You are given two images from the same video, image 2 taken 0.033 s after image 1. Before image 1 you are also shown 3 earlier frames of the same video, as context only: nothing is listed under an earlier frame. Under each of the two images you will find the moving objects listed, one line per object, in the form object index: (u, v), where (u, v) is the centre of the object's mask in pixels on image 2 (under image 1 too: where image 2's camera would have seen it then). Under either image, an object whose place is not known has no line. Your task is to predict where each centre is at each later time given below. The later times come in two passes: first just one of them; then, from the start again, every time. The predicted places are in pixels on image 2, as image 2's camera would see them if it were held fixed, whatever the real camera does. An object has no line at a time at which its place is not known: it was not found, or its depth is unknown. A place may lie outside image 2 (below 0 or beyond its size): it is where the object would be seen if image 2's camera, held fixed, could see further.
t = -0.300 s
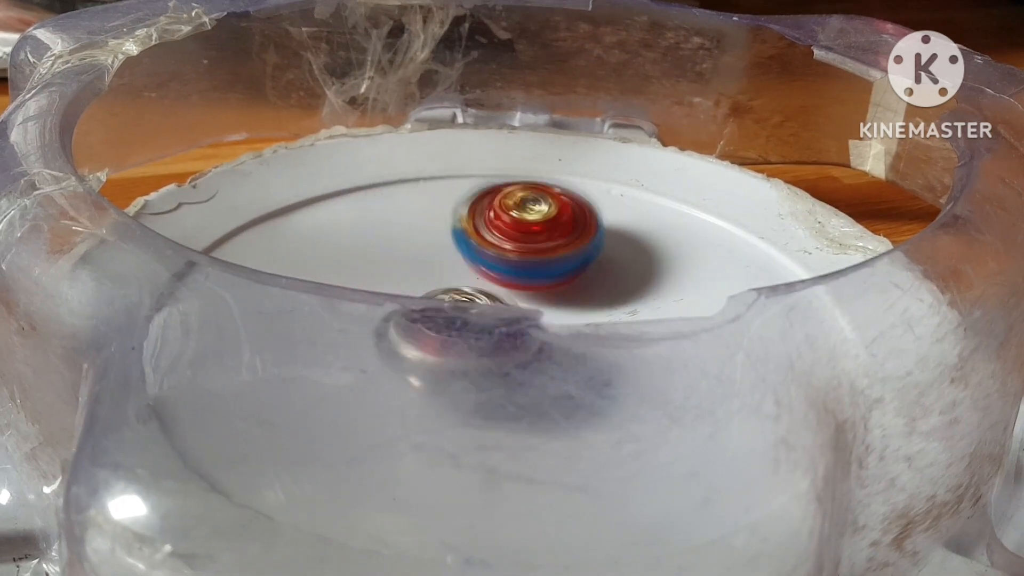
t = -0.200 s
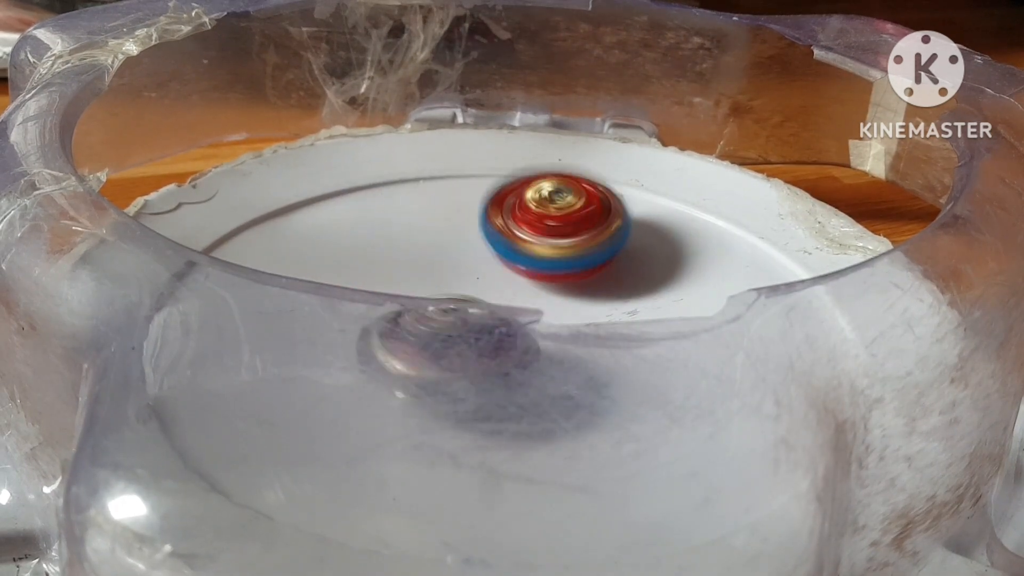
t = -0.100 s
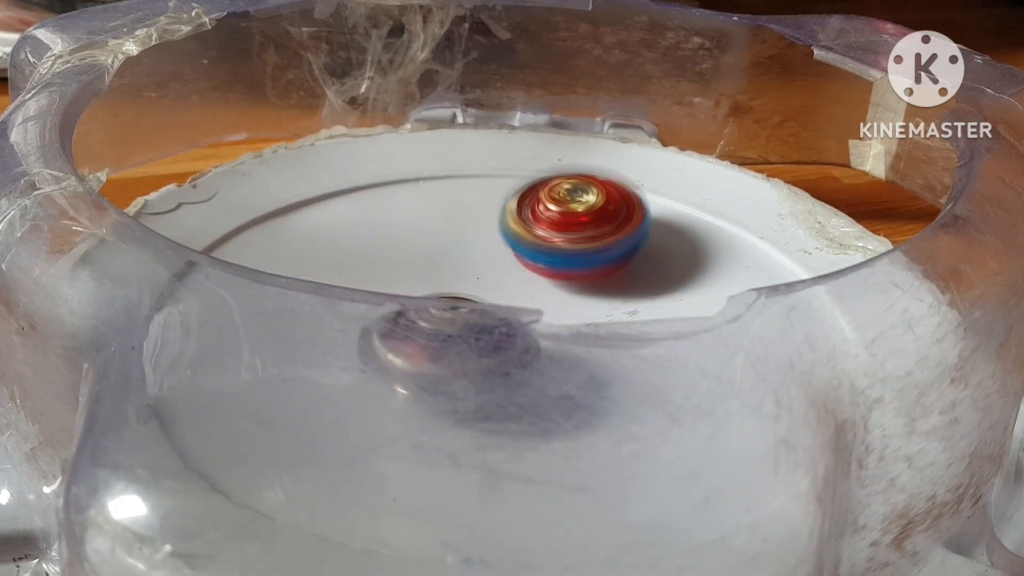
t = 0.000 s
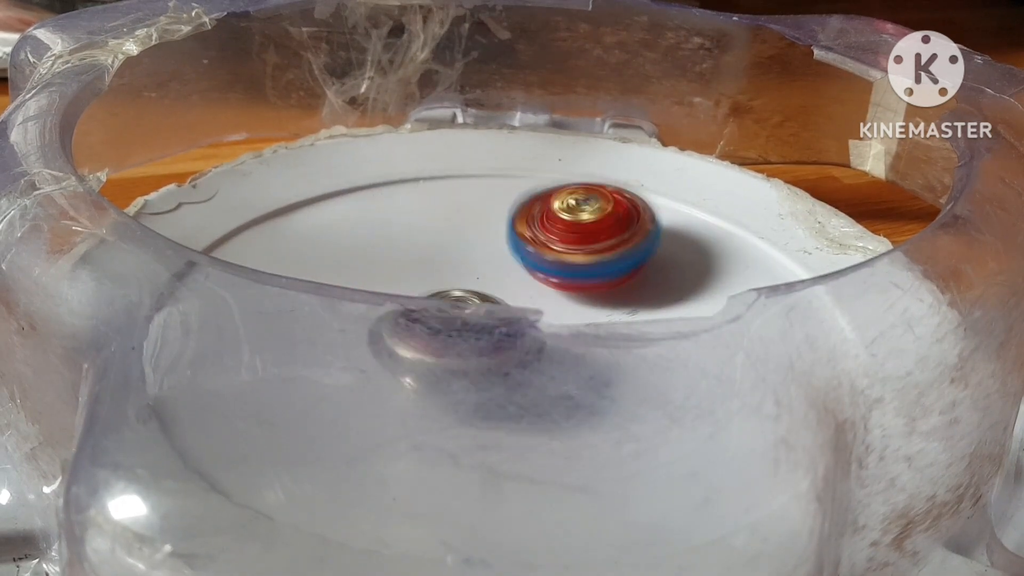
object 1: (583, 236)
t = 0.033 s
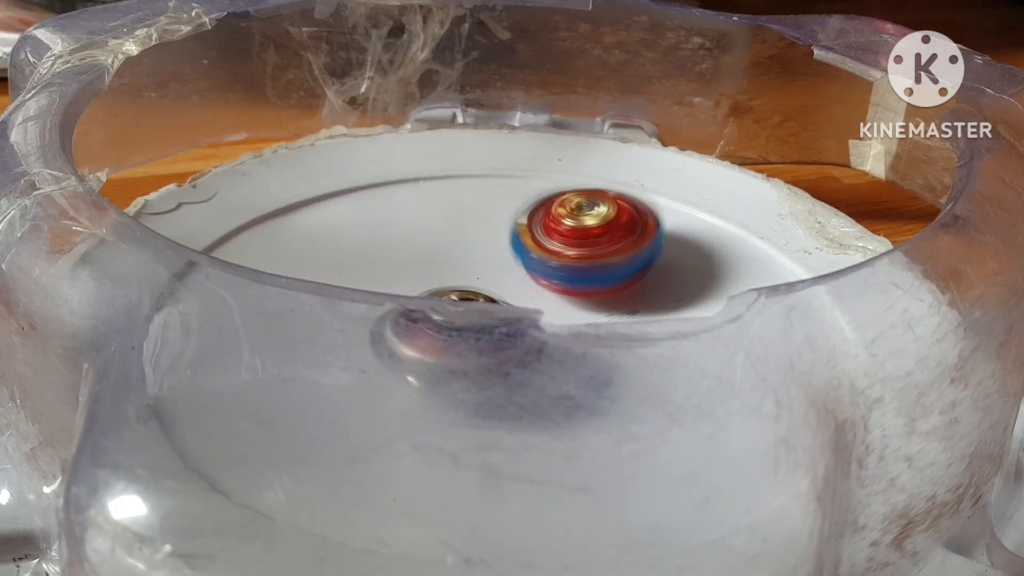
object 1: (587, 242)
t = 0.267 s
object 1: (624, 276)
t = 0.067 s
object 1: (591, 247)
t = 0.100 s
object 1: (593, 253)
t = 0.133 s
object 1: (595, 261)
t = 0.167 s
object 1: (597, 268)
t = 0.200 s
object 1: (604, 272)
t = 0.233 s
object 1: (614, 274)
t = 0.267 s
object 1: (624, 276)
